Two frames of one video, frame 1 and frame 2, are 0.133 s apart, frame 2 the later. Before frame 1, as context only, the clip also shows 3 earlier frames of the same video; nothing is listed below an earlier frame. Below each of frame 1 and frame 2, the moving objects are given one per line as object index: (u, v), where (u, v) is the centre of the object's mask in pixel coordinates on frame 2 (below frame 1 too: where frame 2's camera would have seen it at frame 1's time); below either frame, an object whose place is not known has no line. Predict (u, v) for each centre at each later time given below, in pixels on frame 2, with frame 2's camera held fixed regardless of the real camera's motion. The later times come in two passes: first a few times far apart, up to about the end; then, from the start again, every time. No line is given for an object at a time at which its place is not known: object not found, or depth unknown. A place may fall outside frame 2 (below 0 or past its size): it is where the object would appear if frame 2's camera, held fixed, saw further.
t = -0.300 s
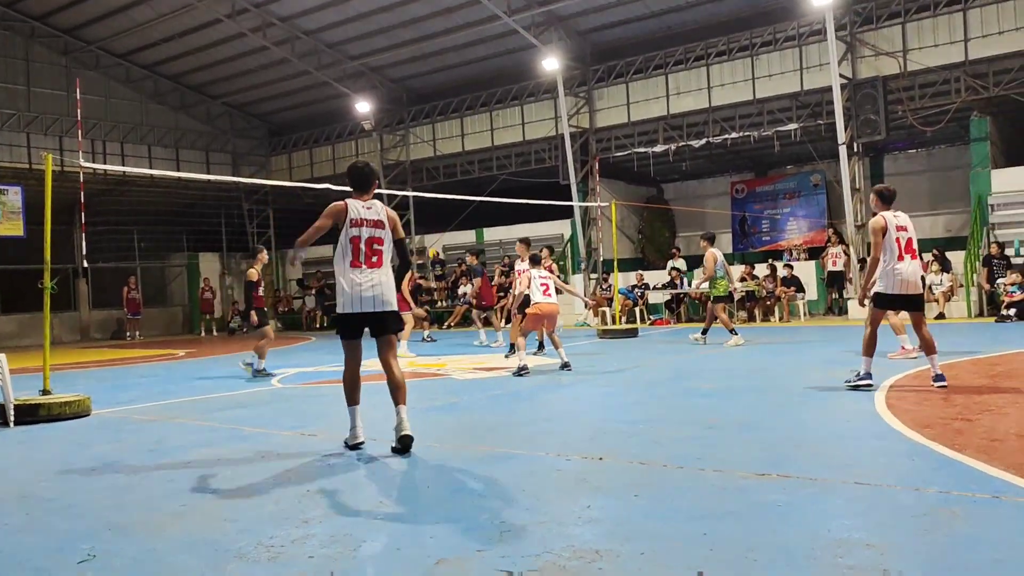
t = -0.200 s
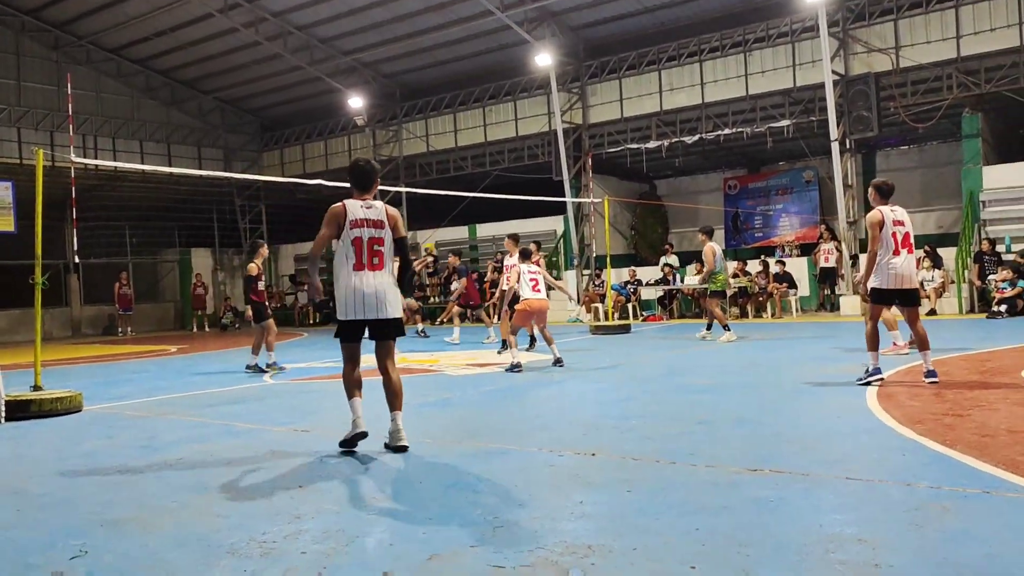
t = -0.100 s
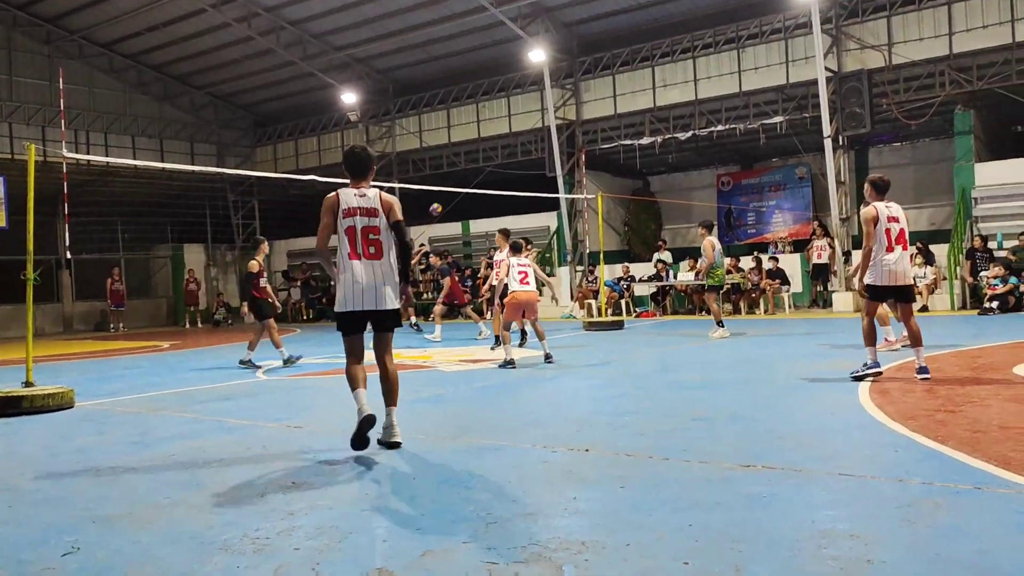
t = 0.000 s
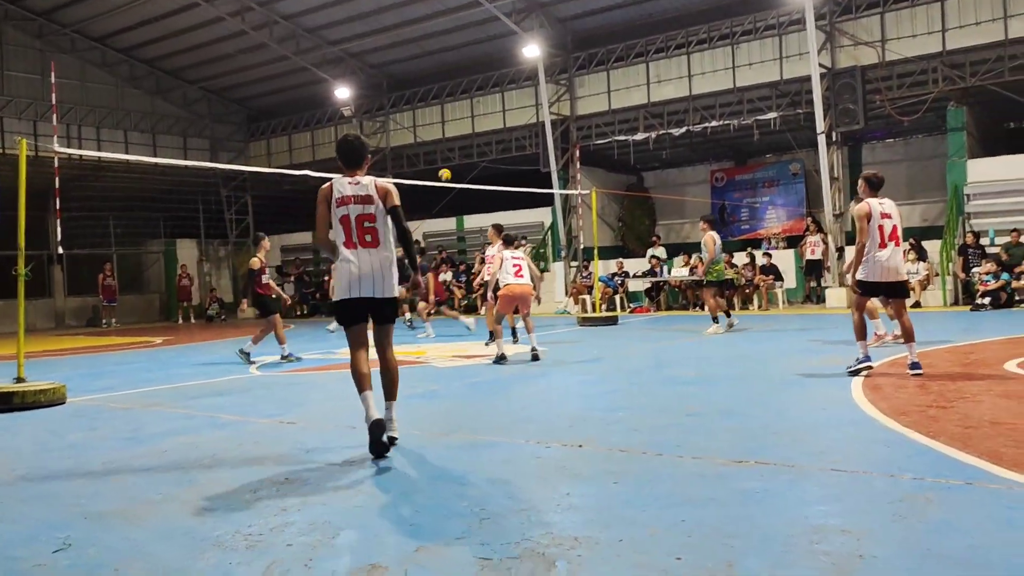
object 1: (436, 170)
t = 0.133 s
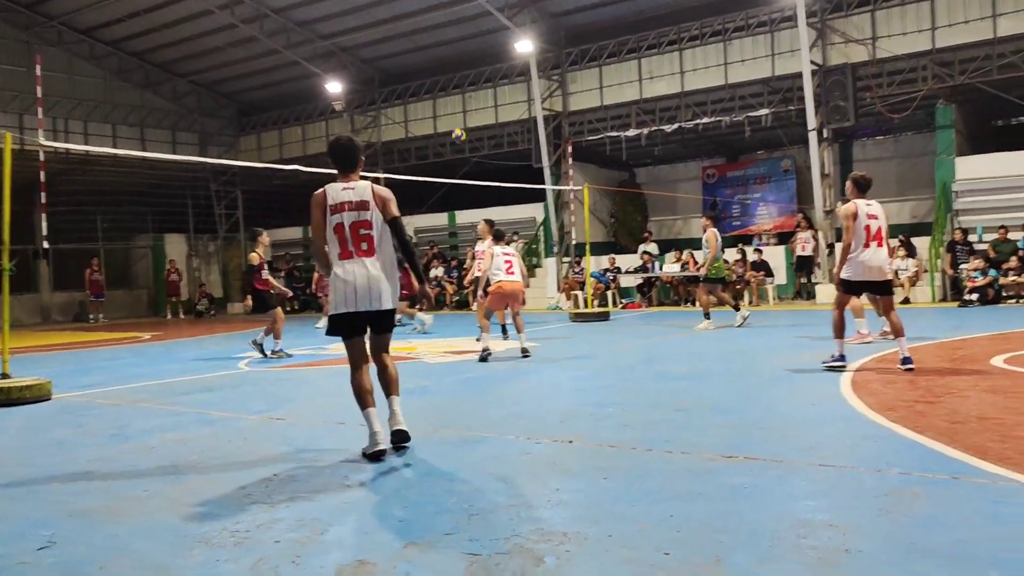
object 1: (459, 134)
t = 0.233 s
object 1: (477, 115)
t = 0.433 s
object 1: (520, 91)
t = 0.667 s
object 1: (582, 98)
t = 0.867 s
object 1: (649, 147)
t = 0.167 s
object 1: (465, 128)
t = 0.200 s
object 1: (470, 122)
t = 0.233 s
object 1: (477, 115)
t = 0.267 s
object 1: (483, 109)
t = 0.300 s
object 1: (490, 104)
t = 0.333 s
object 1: (497, 100)
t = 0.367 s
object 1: (504, 96)
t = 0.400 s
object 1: (512, 93)
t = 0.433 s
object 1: (520, 91)
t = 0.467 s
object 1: (527, 89)
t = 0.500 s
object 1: (536, 88)
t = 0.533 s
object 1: (546, 89)
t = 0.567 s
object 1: (553, 89)
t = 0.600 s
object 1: (563, 91)
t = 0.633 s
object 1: (572, 94)
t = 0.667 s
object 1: (582, 98)
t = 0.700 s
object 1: (592, 105)
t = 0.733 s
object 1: (603, 110)
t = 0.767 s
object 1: (613, 117)
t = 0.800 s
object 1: (625, 126)
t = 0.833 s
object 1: (637, 135)
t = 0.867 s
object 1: (649, 147)
